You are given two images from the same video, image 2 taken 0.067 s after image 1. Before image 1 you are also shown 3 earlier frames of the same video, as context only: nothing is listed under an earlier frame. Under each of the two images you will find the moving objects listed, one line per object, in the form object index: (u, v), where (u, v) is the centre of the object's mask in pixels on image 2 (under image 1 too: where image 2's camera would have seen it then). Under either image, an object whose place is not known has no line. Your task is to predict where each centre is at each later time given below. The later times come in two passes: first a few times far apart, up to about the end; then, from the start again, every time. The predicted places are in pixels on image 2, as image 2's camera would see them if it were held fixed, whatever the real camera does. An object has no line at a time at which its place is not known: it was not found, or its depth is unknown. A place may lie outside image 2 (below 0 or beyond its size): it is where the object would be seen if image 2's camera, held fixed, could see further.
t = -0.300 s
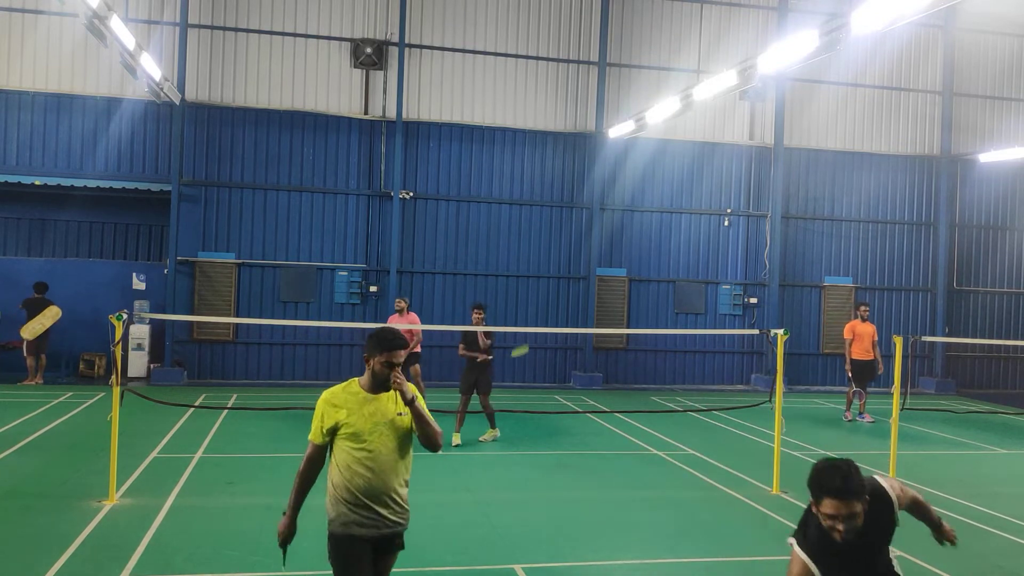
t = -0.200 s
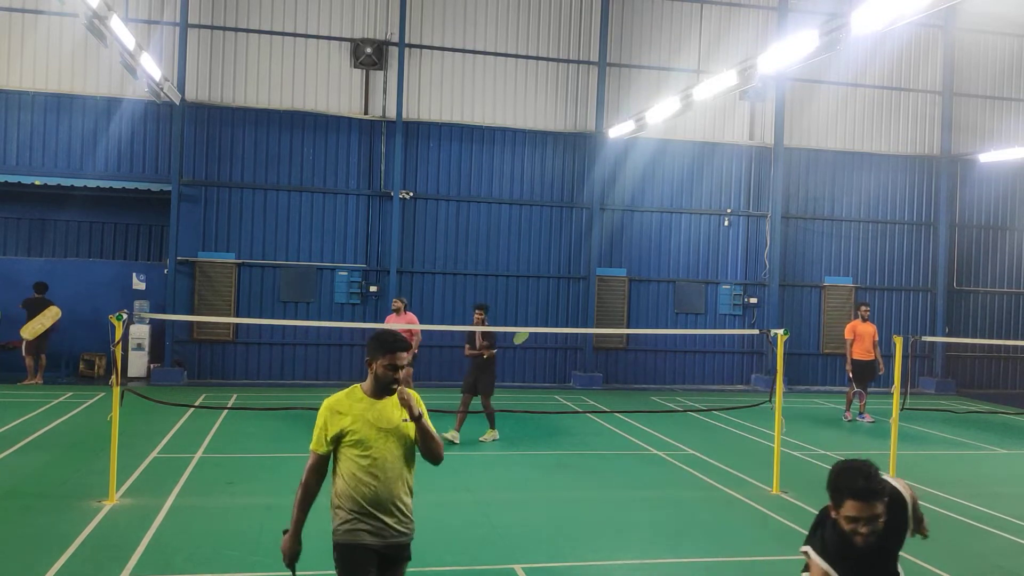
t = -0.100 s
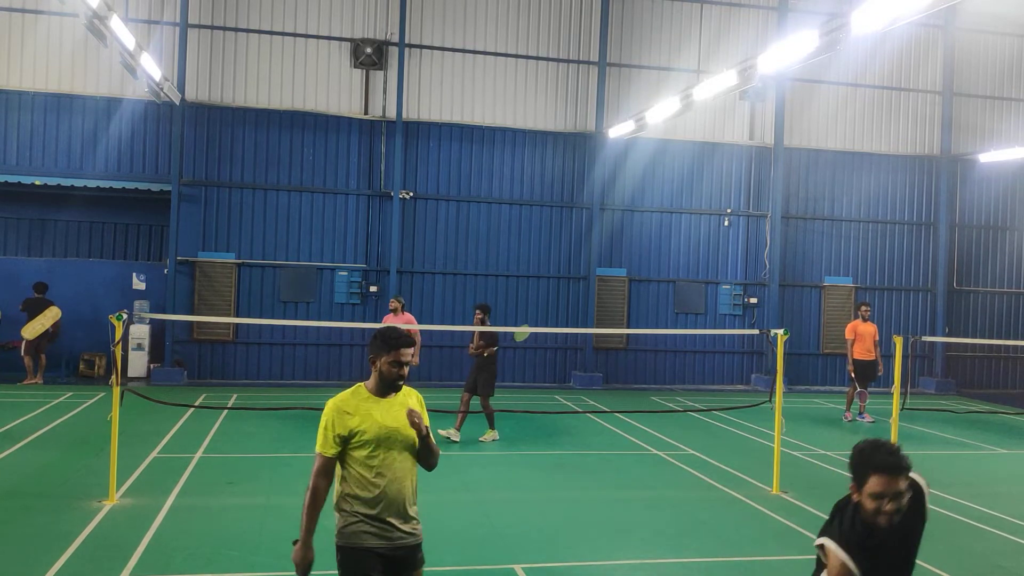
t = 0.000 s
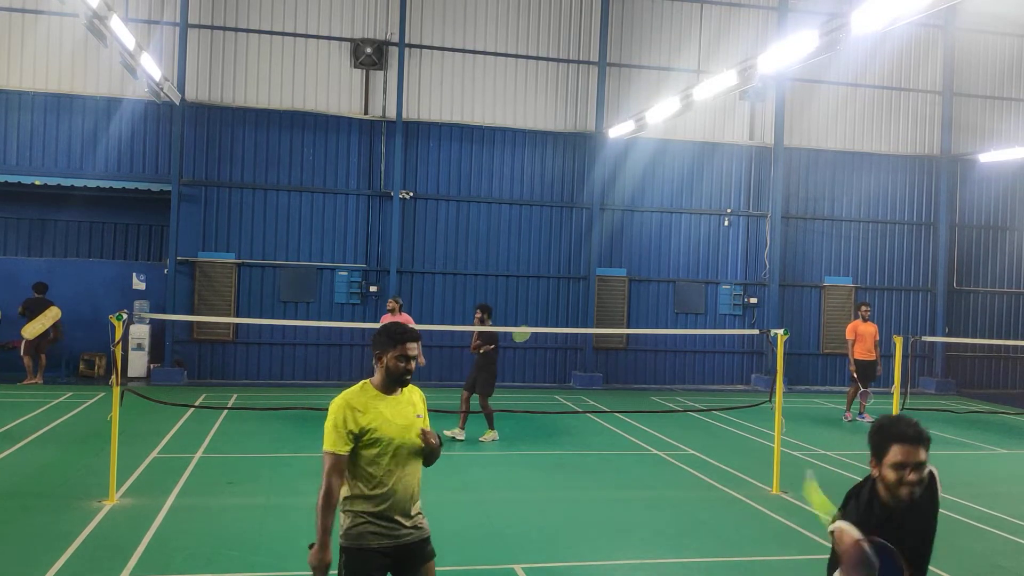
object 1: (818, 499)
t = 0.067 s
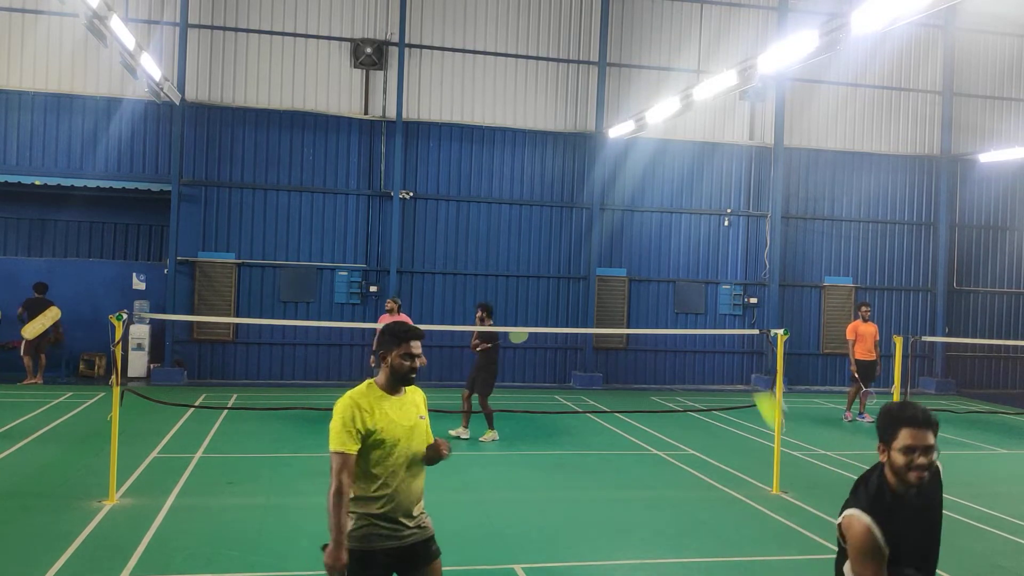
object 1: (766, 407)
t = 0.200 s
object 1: (713, 309)
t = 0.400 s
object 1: (651, 276)
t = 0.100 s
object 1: (753, 374)
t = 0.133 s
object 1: (737, 348)
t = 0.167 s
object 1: (724, 327)
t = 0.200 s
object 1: (713, 309)
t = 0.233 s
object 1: (704, 294)
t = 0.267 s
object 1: (694, 282)
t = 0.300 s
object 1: (684, 275)
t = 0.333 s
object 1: (672, 273)
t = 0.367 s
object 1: (661, 273)
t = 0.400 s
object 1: (651, 276)
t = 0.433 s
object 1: (642, 283)
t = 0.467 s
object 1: (633, 291)
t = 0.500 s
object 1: (625, 301)
